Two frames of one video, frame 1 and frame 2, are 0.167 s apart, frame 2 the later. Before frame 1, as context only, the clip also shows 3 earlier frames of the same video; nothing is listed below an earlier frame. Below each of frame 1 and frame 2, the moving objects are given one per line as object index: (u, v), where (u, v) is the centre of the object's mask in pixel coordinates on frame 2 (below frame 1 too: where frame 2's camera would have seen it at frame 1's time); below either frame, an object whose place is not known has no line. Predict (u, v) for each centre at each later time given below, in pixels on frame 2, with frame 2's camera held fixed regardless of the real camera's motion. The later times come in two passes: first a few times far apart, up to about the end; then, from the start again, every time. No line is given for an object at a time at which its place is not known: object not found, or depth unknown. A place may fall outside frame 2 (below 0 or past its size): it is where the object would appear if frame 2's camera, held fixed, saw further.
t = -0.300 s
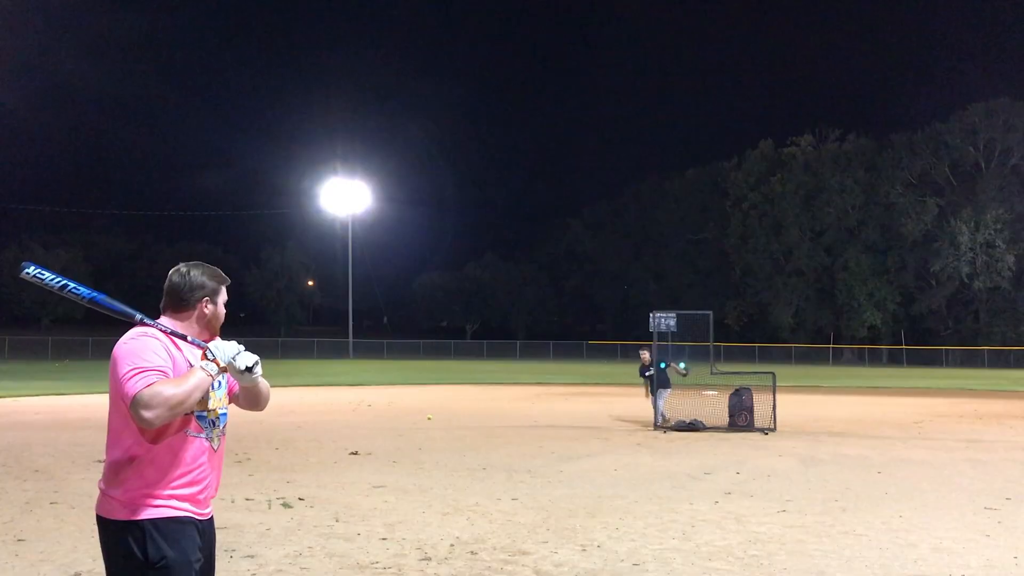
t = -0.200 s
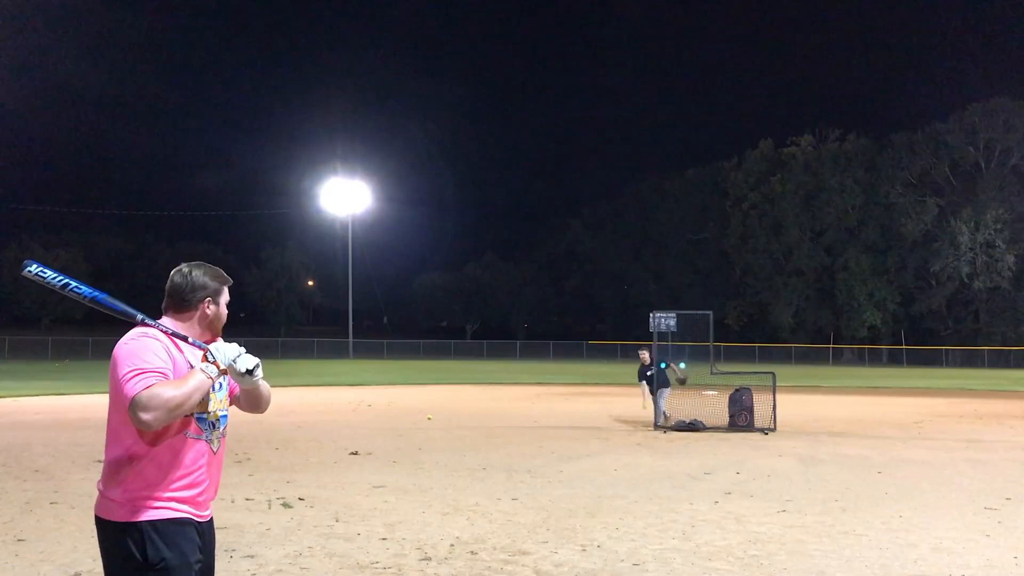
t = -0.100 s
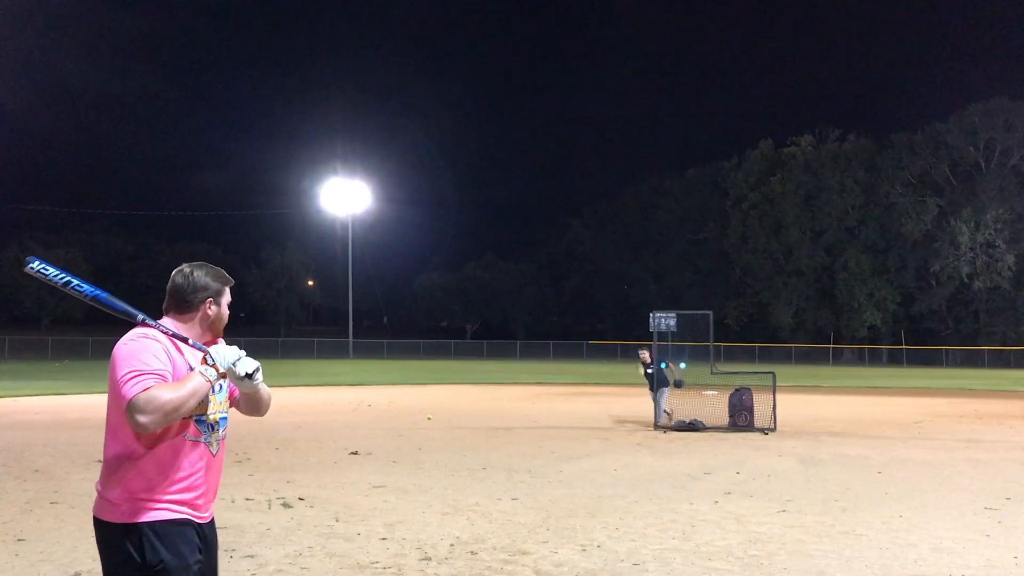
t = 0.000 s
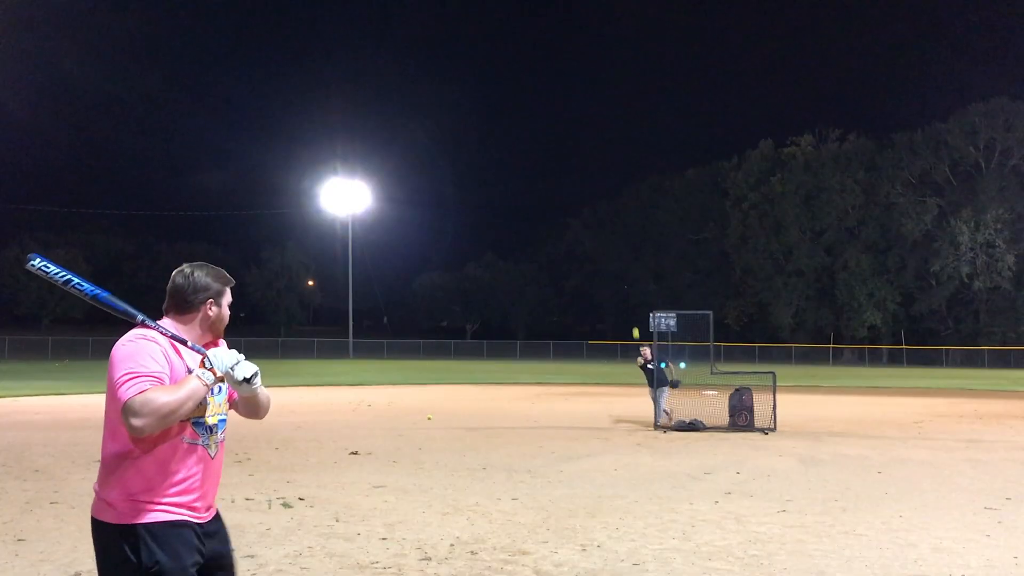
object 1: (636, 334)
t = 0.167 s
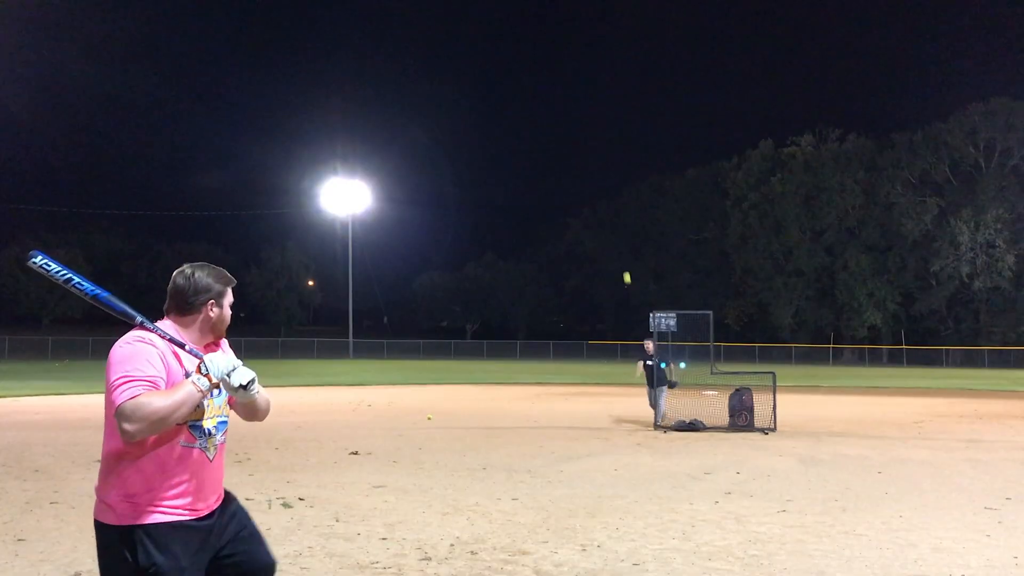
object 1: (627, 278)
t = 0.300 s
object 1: (618, 239)
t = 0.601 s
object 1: (592, 175)
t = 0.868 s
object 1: (551, 177)
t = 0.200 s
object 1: (625, 268)
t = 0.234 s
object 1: (623, 258)
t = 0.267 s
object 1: (620, 248)
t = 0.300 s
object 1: (618, 239)
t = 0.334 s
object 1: (616, 230)
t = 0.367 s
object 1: (613, 221)
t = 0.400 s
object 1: (611, 213)
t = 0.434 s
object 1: (608, 205)
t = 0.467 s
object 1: (605, 198)
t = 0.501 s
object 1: (602, 192)
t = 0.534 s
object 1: (599, 186)
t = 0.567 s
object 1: (596, 180)
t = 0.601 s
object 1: (592, 175)
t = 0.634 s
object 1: (588, 171)
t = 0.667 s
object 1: (584, 168)
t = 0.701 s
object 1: (580, 167)
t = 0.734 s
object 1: (575, 166)
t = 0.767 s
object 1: (570, 166)
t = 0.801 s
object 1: (564, 168)
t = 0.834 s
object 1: (558, 172)
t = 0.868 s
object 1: (551, 177)
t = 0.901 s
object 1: (544, 185)
